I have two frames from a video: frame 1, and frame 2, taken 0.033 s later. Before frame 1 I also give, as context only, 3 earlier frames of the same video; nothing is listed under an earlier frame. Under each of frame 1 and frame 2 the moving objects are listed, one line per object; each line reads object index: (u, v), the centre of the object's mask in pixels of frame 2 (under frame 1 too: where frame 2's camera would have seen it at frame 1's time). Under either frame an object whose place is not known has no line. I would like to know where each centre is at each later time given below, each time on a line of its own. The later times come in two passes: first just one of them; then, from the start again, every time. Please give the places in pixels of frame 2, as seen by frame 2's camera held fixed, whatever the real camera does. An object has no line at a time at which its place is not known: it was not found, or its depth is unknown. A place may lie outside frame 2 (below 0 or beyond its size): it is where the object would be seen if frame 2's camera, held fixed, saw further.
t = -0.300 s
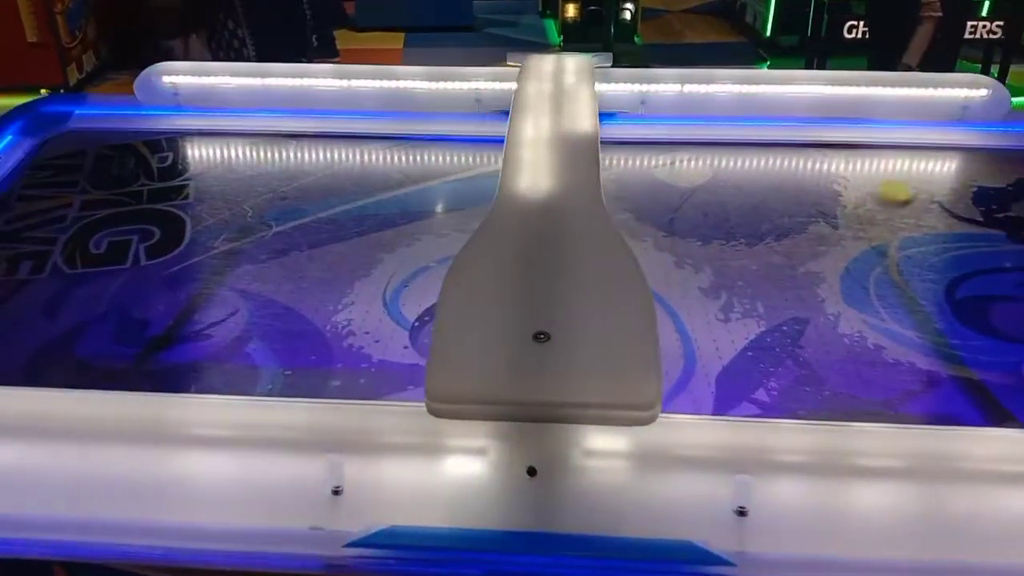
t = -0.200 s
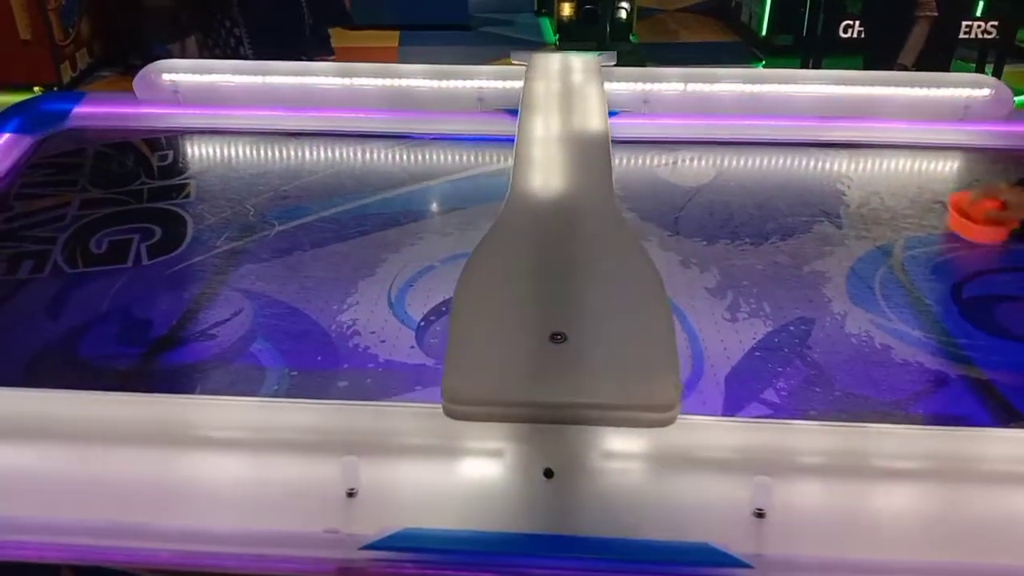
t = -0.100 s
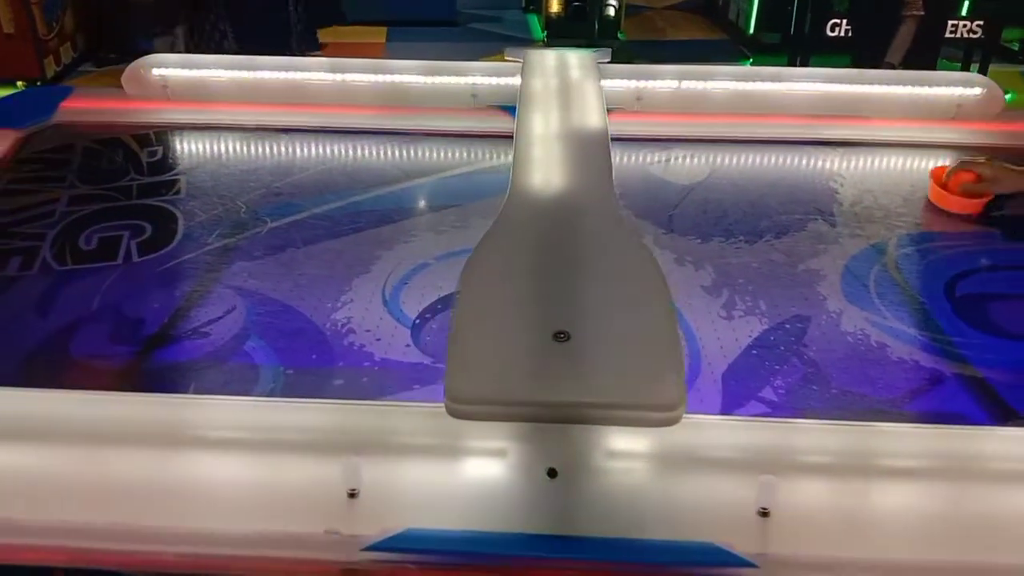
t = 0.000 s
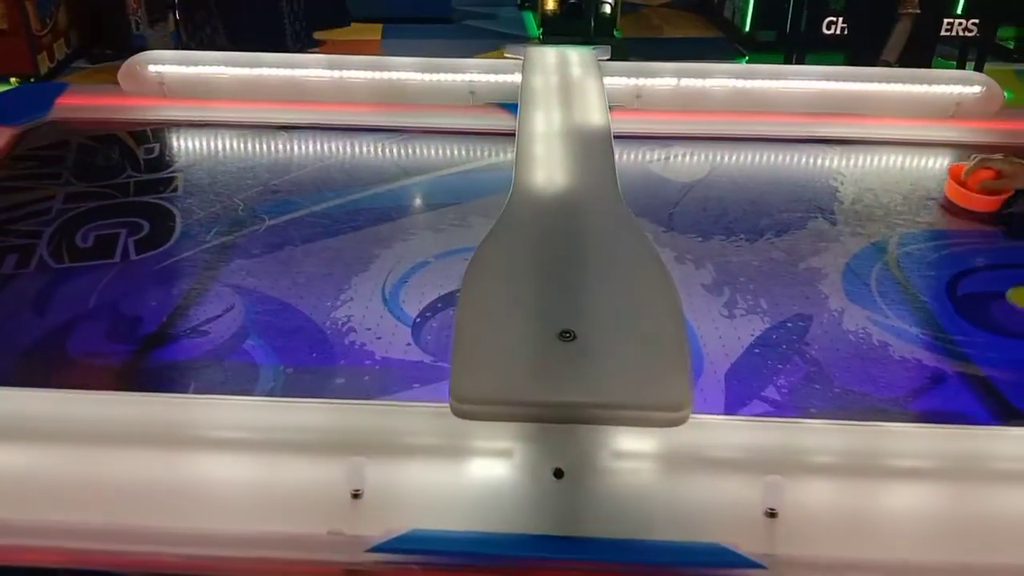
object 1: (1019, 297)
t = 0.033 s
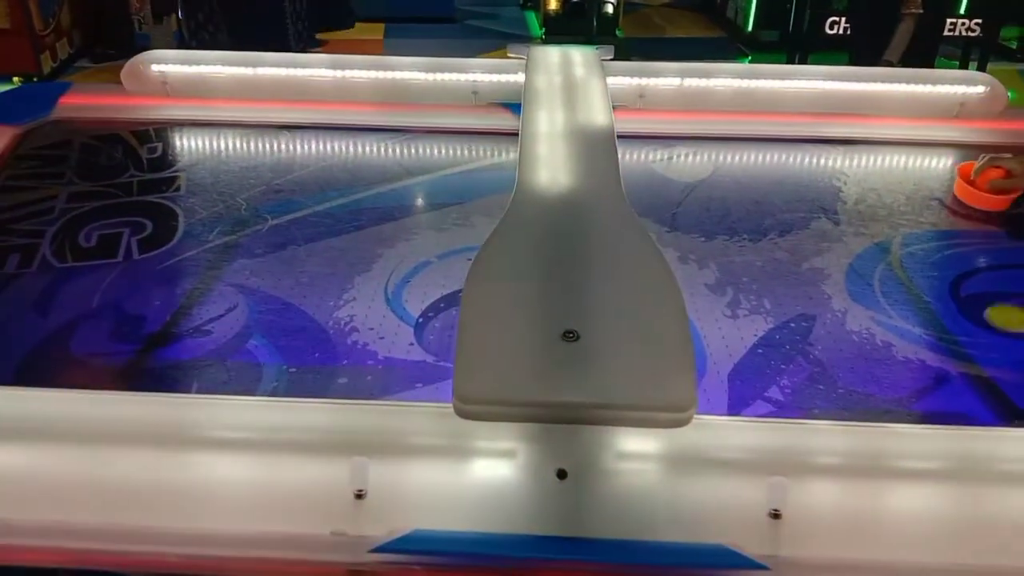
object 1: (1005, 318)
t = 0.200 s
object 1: (851, 412)
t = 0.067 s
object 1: (983, 337)
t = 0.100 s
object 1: (956, 357)
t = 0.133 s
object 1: (924, 377)
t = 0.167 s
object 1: (889, 396)
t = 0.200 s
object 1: (851, 412)
